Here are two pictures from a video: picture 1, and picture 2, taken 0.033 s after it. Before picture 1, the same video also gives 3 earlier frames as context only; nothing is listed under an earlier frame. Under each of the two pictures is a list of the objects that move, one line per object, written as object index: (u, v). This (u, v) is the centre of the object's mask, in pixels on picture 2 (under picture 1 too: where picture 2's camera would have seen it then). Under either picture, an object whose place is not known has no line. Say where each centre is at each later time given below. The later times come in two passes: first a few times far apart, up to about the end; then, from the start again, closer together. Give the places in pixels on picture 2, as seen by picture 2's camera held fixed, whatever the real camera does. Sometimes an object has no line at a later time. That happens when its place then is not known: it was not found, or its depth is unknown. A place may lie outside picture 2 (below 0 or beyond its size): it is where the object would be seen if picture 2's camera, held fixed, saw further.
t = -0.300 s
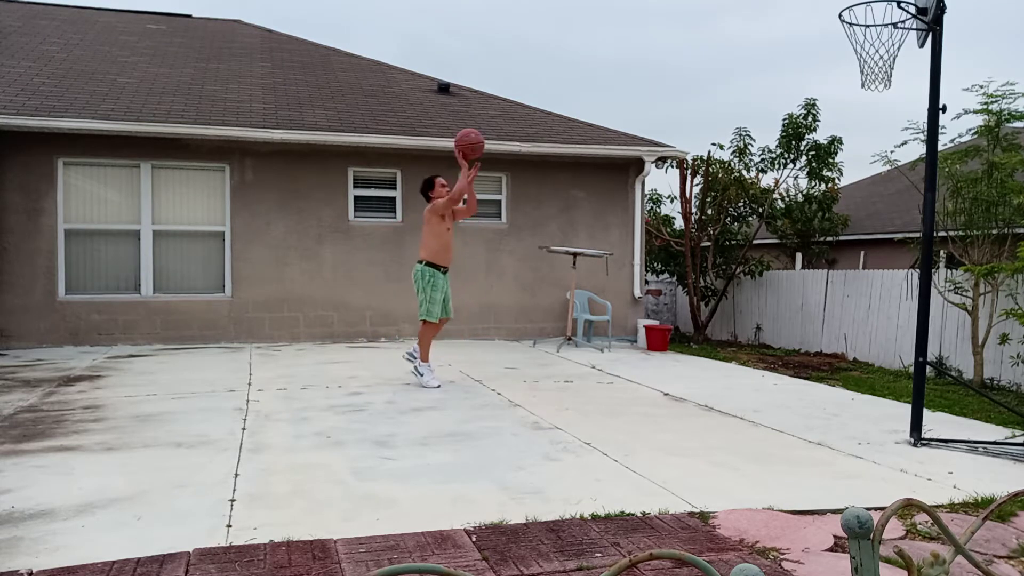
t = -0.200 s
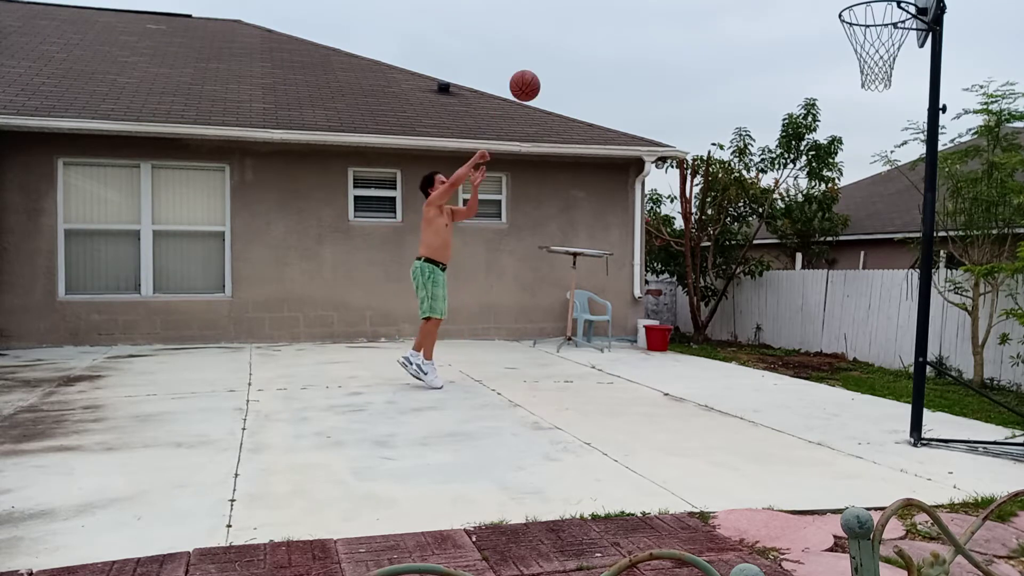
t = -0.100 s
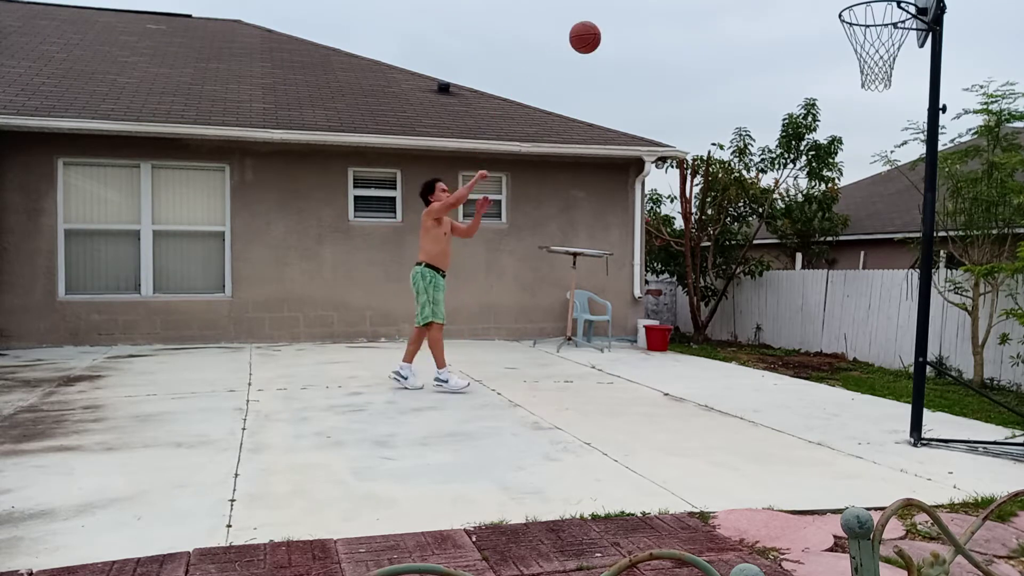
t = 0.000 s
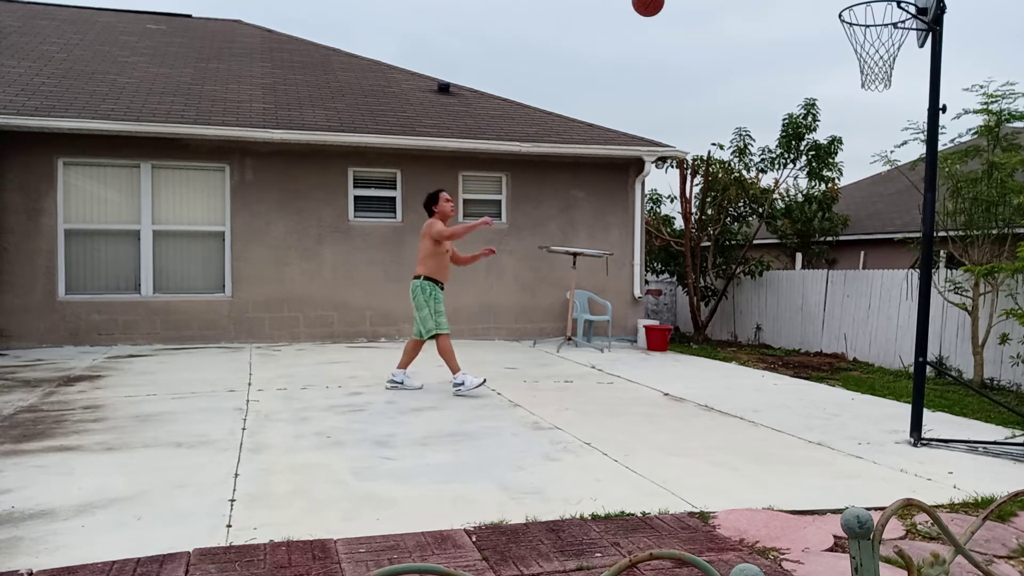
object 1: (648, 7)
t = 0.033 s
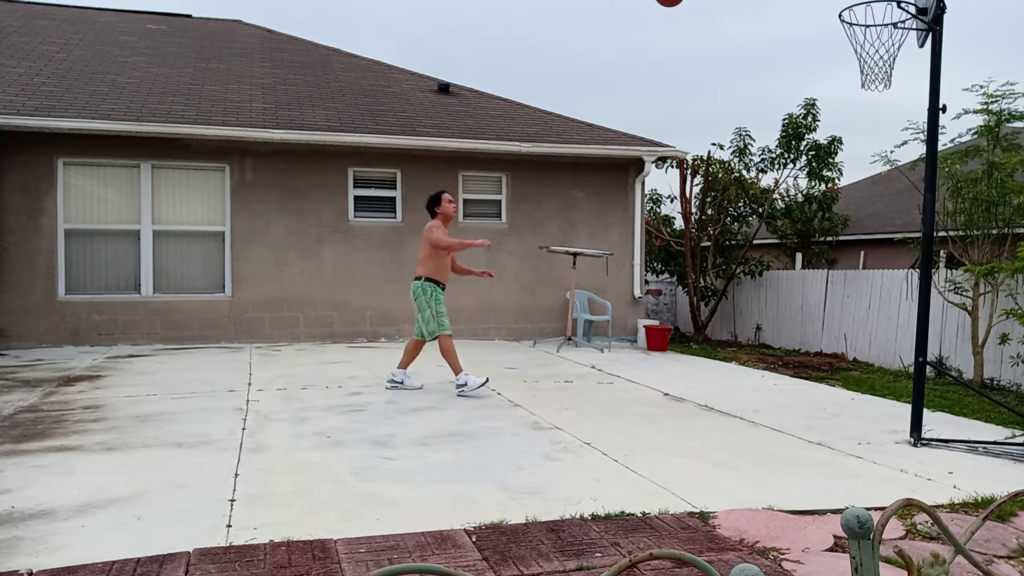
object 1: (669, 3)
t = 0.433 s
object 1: (891, 6)
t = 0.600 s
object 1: (865, 65)
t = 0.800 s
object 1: (849, 154)
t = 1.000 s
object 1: (834, 307)
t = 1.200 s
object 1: (824, 358)
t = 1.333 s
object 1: (823, 273)
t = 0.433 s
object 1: (891, 6)
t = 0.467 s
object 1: (885, 12)
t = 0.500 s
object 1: (881, 22)
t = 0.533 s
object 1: (874, 39)
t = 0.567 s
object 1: (869, 54)
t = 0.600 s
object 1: (865, 65)
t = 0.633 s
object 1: (862, 76)
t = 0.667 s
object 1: (860, 88)
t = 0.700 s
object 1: (857, 102)
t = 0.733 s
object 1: (855, 117)
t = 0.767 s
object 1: (852, 135)
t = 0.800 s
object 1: (849, 154)
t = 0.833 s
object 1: (847, 175)
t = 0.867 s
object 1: (844, 198)
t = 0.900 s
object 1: (841, 223)
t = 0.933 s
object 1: (839, 249)
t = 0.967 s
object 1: (836, 277)
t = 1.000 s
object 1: (834, 307)
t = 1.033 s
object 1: (831, 339)
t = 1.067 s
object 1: (828, 371)
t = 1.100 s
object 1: (825, 407)
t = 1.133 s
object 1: (824, 407)
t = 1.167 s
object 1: (824, 381)
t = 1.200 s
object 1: (824, 358)
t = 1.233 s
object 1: (824, 334)
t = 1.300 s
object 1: (823, 292)
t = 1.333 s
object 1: (823, 273)
